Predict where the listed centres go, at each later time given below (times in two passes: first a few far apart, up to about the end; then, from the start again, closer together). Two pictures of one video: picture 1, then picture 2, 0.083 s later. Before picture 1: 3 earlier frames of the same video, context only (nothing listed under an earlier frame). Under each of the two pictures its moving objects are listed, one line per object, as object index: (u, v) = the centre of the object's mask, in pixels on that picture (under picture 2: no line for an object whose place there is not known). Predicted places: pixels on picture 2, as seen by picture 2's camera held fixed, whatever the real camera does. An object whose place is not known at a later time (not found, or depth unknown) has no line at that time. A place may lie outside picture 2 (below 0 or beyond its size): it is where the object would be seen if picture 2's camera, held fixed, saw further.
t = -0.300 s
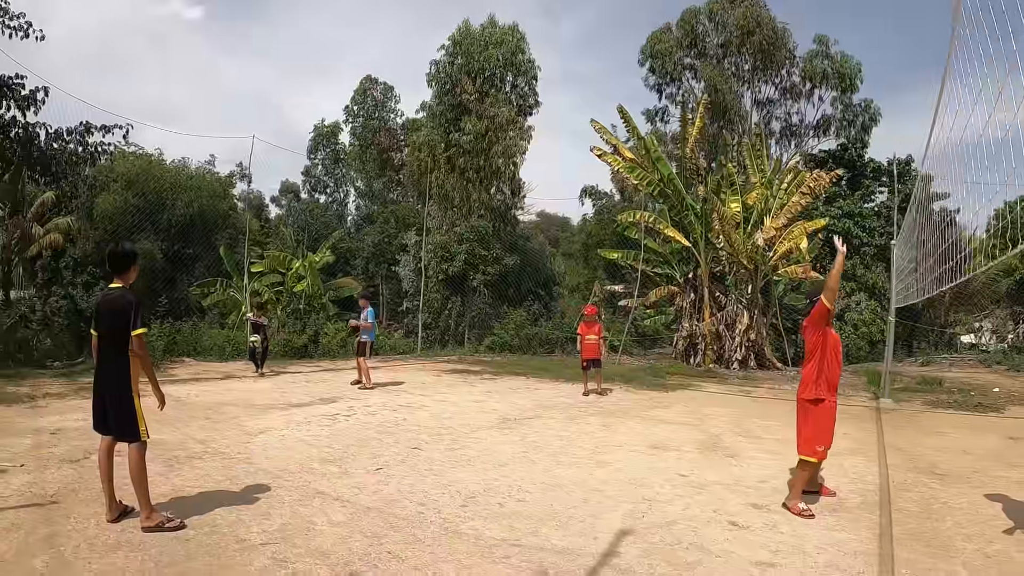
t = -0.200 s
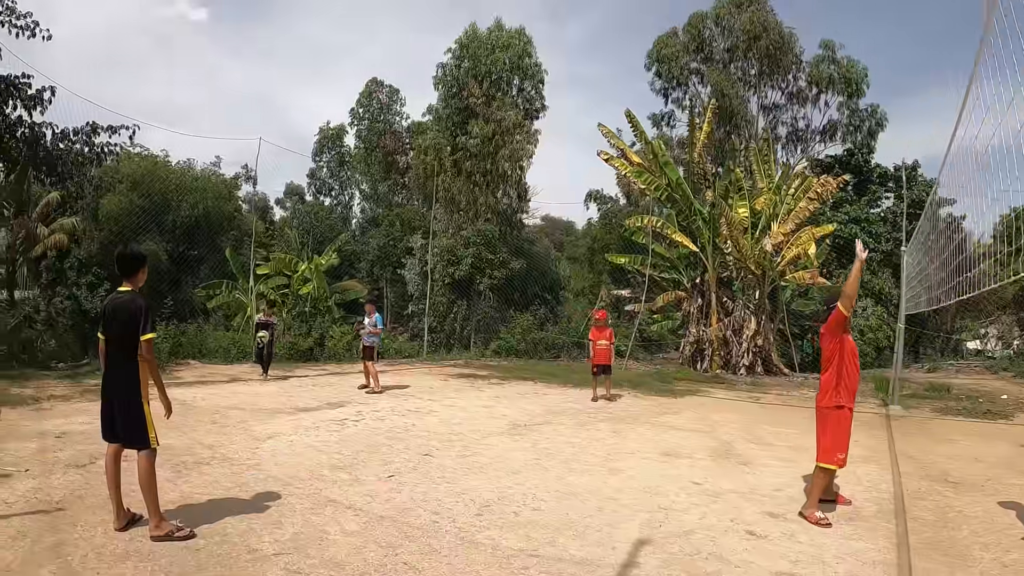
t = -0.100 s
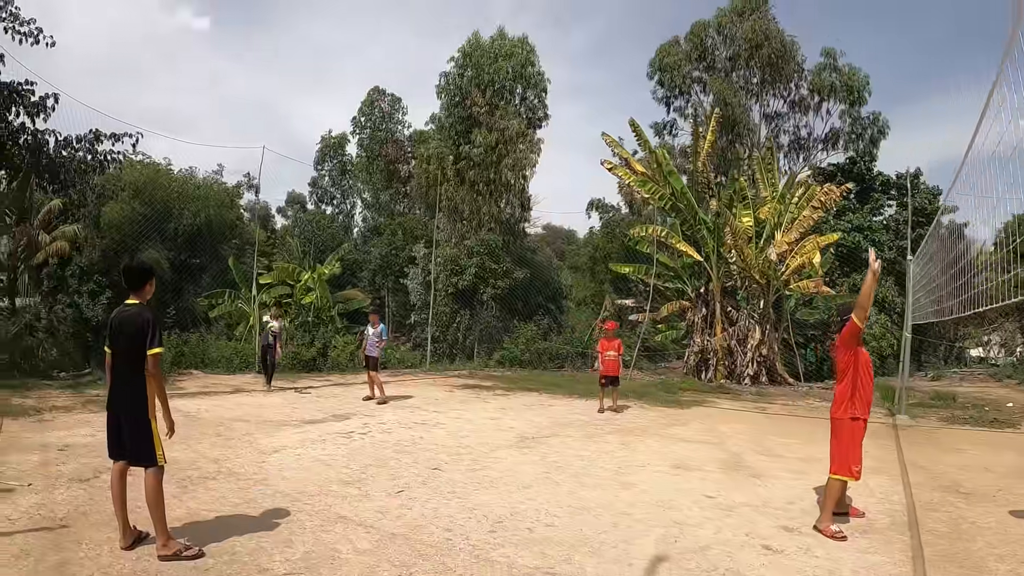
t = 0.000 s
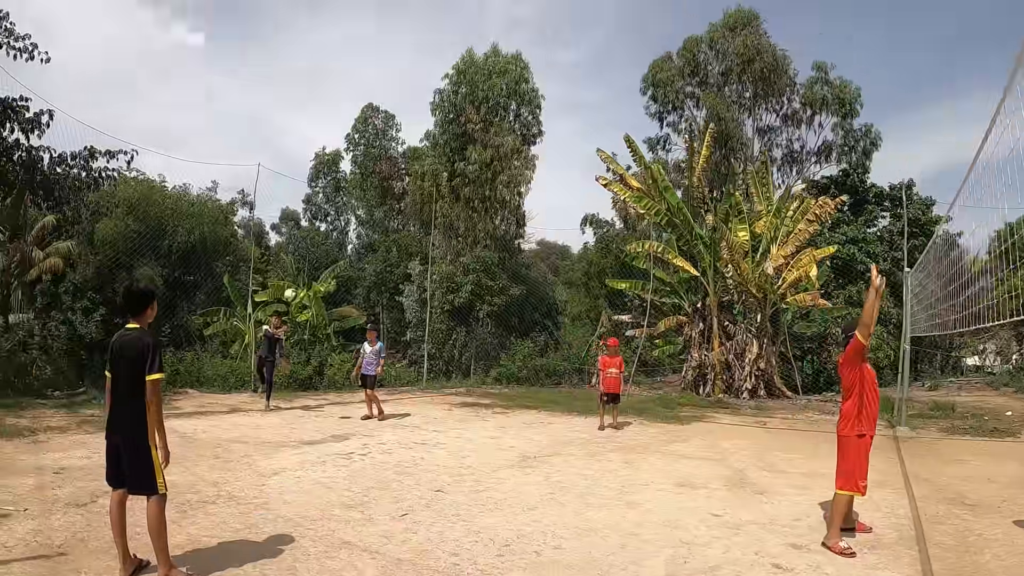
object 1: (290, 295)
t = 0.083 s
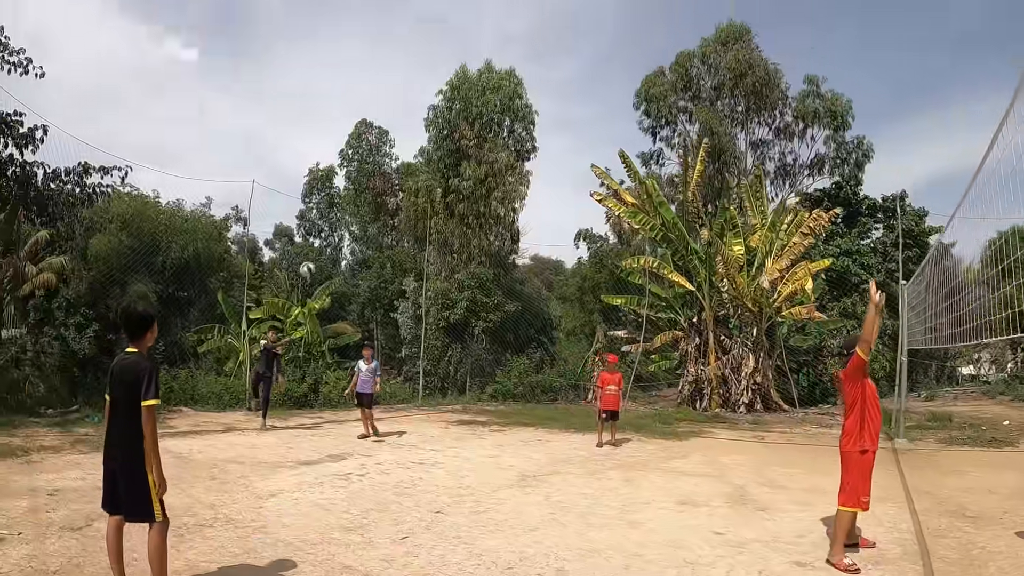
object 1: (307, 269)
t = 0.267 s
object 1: (368, 175)
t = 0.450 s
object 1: (451, 87)
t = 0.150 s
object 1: (327, 235)
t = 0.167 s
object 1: (332, 227)
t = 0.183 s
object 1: (337, 219)
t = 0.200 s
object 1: (342, 208)
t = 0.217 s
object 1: (349, 200)
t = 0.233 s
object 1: (356, 193)
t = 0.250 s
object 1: (361, 185)
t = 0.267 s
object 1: (368, 175)
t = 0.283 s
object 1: (375, 166)
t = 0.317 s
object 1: (392, 148)
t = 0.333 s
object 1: (399, 139)
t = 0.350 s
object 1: (405, 133)
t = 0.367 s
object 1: (412, 126)
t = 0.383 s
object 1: (419, 118)
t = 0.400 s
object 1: (427, 110)
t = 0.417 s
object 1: (435, 102)
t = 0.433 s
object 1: (444, 95)
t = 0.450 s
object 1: (451, 87)
